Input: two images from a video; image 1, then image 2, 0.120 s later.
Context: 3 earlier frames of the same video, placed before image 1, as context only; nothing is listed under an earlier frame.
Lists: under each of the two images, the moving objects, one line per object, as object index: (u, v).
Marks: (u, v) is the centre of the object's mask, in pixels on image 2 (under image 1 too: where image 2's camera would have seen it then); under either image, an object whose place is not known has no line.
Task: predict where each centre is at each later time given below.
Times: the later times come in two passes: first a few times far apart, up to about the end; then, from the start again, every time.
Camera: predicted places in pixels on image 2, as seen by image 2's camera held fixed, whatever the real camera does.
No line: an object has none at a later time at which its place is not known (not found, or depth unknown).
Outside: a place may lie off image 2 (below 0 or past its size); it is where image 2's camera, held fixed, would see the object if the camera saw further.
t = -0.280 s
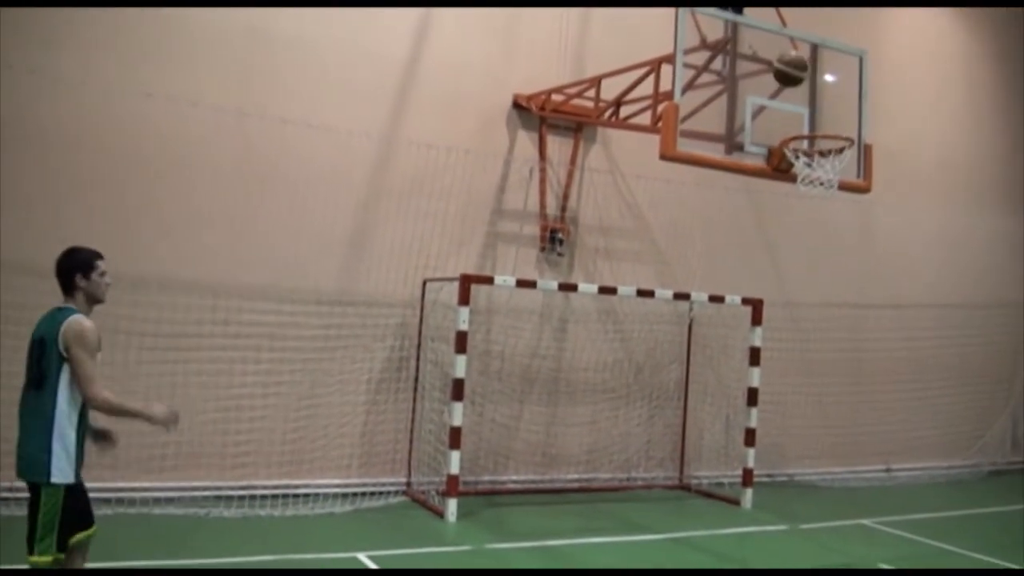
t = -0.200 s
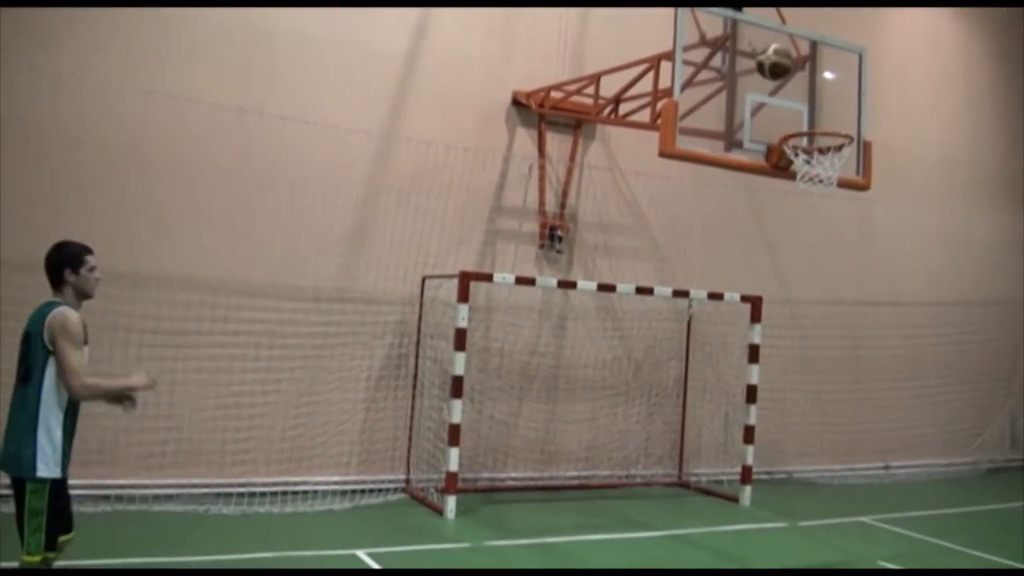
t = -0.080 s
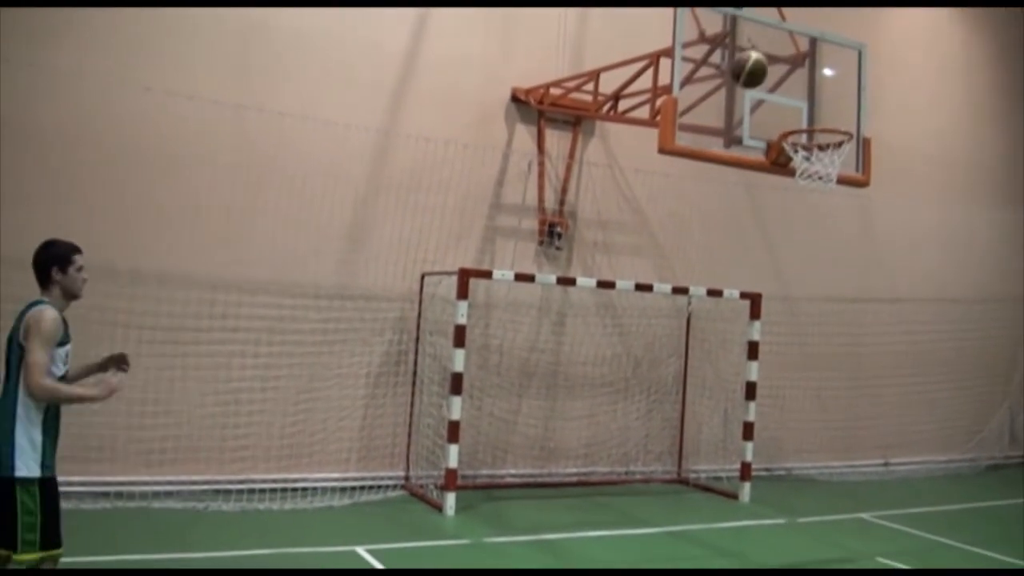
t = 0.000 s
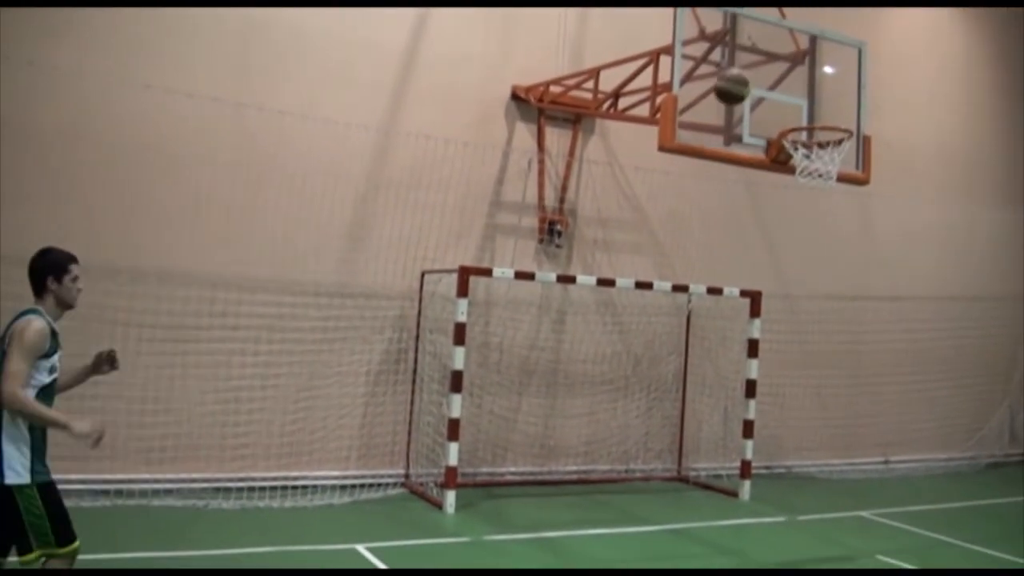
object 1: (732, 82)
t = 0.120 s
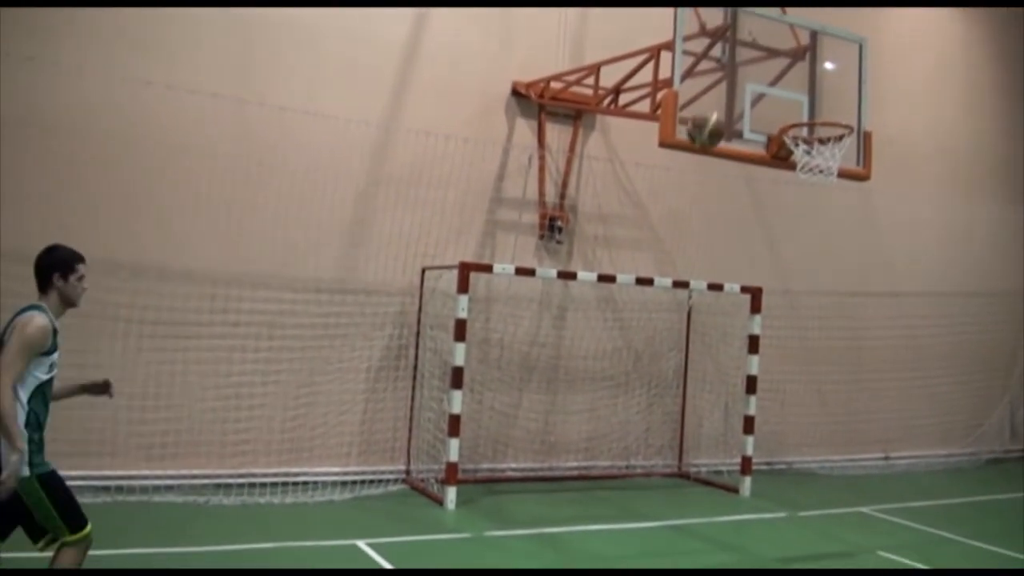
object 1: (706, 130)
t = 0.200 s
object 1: (686, 174)
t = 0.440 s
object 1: (624, 368)
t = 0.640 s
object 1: (573, 549)
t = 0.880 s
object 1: (559, 365)
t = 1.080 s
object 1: (541, 273)
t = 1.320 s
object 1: (513, 242)
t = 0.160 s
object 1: (697, 151)
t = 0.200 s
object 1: (686, 174)
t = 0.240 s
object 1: (677, 200)
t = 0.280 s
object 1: (665, 230)
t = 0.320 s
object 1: (656, 260)
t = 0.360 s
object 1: (646, 294)
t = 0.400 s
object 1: (636, 330)
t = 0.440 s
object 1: (624, 368)
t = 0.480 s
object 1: (612, 412)
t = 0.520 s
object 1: (601, 458)
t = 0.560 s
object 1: (590, 506)
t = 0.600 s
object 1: (577, 561)
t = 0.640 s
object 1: (573, 549)
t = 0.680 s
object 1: (571, 510)
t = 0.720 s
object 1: (571, 473)
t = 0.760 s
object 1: (567, 446)
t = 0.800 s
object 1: (564, 420)
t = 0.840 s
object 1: (562, 389)
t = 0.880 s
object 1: (559, 365)
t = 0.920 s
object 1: (555, 342)
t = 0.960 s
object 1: (552, 320)
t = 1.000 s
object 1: (549, 300)
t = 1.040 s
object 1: (545, 287)
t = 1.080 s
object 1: (541, 273)
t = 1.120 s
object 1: (537, 261)
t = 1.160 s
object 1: (532, 252)
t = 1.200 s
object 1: (528, 244)
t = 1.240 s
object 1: (523, 241)
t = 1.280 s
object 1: (517, 242)
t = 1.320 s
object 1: (513, 242)
